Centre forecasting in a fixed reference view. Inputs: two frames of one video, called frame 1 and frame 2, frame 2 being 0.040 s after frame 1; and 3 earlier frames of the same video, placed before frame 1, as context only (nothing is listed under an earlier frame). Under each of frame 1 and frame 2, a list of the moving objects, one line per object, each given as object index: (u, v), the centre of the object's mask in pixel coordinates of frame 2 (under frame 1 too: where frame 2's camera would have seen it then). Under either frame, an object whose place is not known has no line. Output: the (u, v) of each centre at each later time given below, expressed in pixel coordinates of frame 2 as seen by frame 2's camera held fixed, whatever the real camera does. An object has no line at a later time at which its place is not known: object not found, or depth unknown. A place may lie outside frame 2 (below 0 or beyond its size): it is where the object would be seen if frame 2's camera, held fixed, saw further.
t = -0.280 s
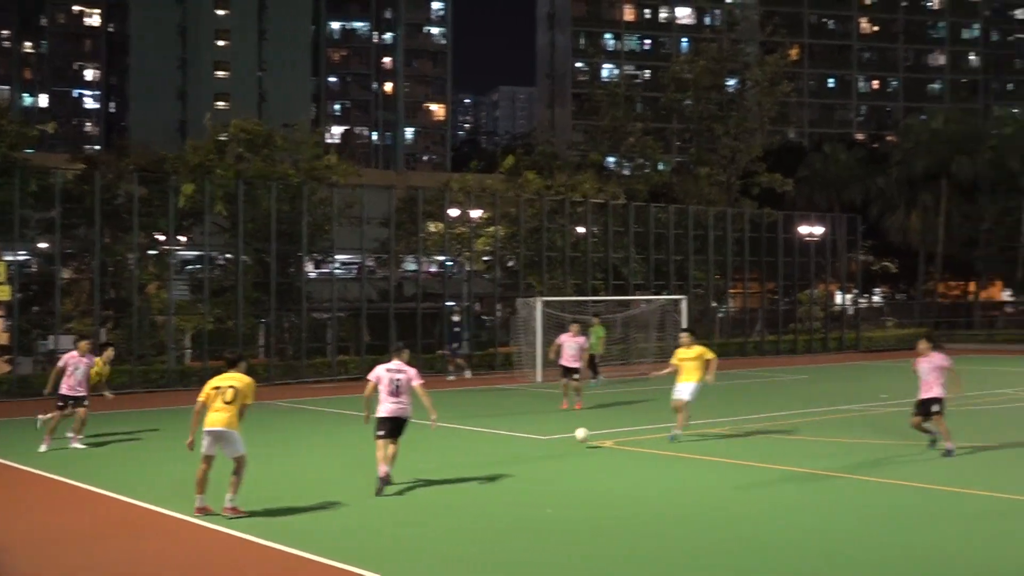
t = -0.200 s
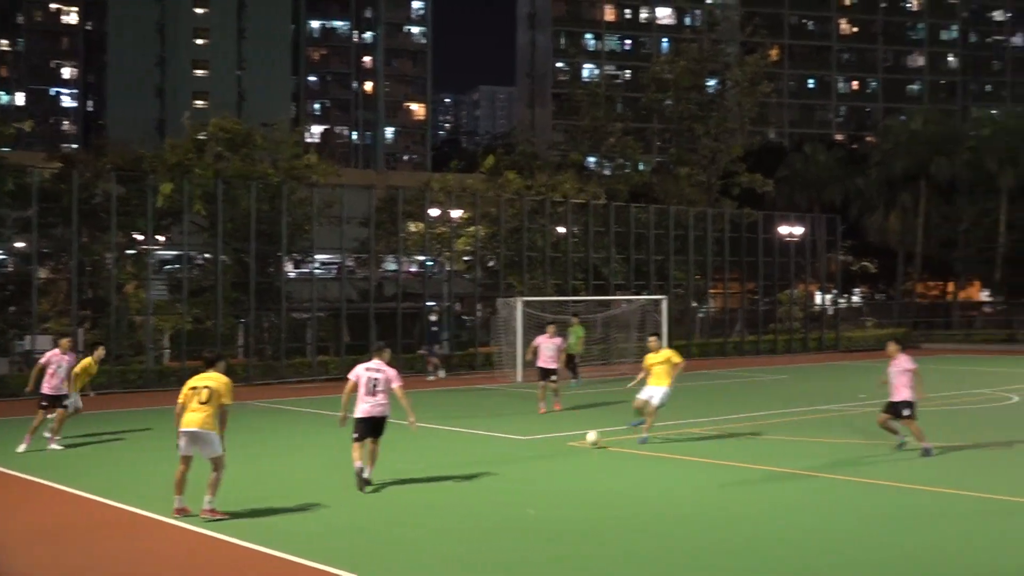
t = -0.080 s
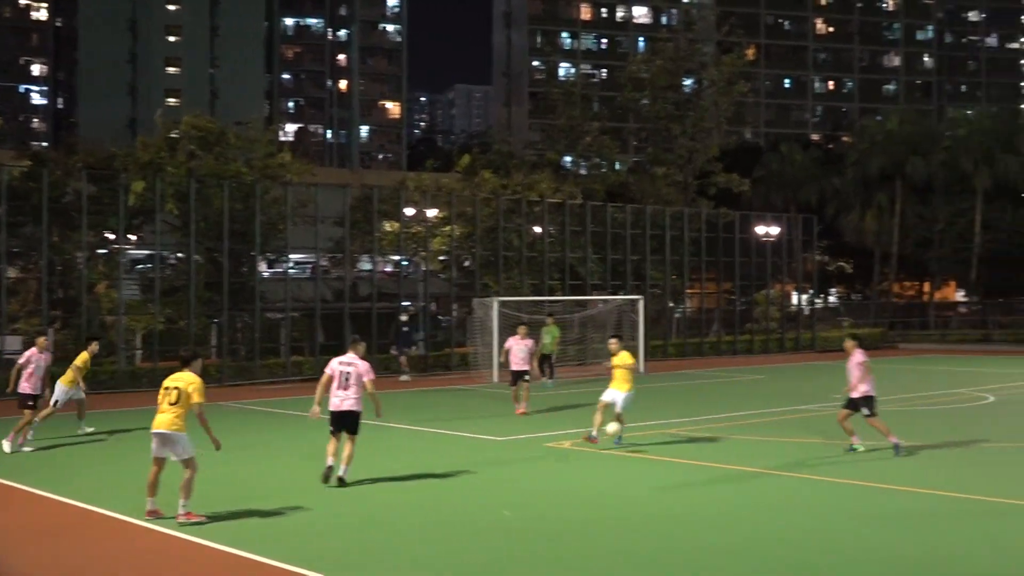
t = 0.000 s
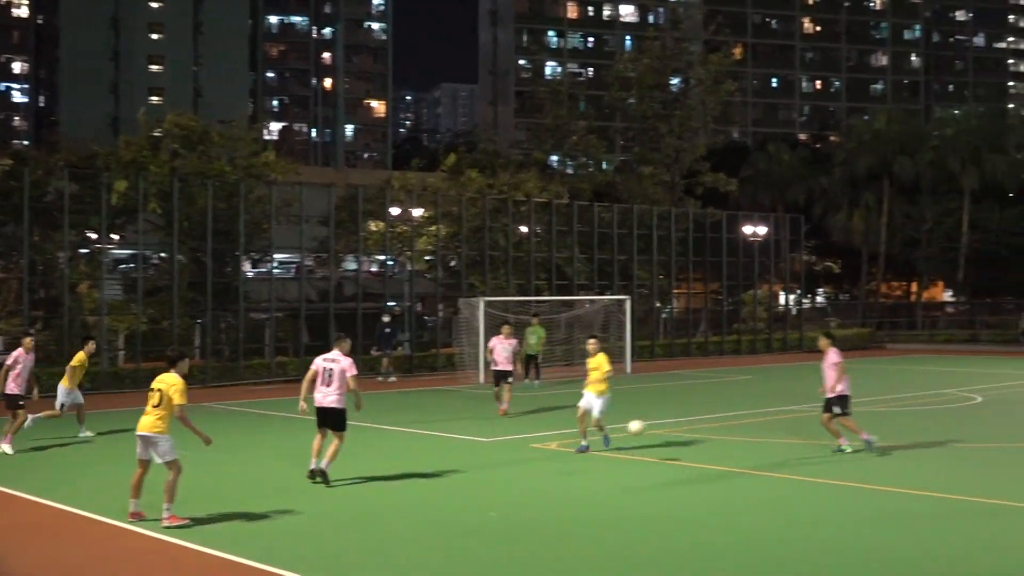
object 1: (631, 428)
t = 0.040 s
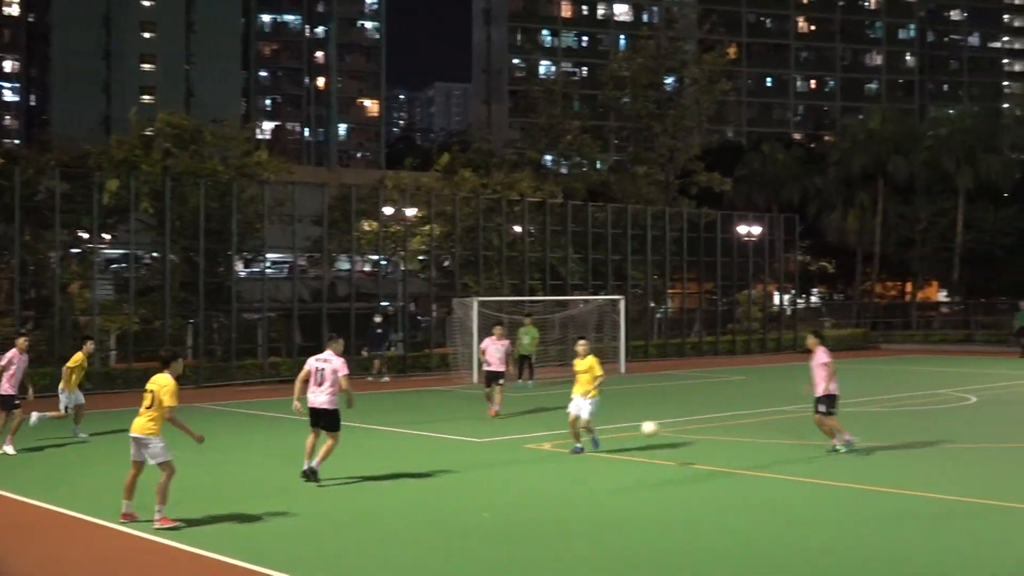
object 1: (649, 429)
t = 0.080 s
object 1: (668, 430)
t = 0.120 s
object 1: (690, 434)
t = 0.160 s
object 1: (710, 440)
